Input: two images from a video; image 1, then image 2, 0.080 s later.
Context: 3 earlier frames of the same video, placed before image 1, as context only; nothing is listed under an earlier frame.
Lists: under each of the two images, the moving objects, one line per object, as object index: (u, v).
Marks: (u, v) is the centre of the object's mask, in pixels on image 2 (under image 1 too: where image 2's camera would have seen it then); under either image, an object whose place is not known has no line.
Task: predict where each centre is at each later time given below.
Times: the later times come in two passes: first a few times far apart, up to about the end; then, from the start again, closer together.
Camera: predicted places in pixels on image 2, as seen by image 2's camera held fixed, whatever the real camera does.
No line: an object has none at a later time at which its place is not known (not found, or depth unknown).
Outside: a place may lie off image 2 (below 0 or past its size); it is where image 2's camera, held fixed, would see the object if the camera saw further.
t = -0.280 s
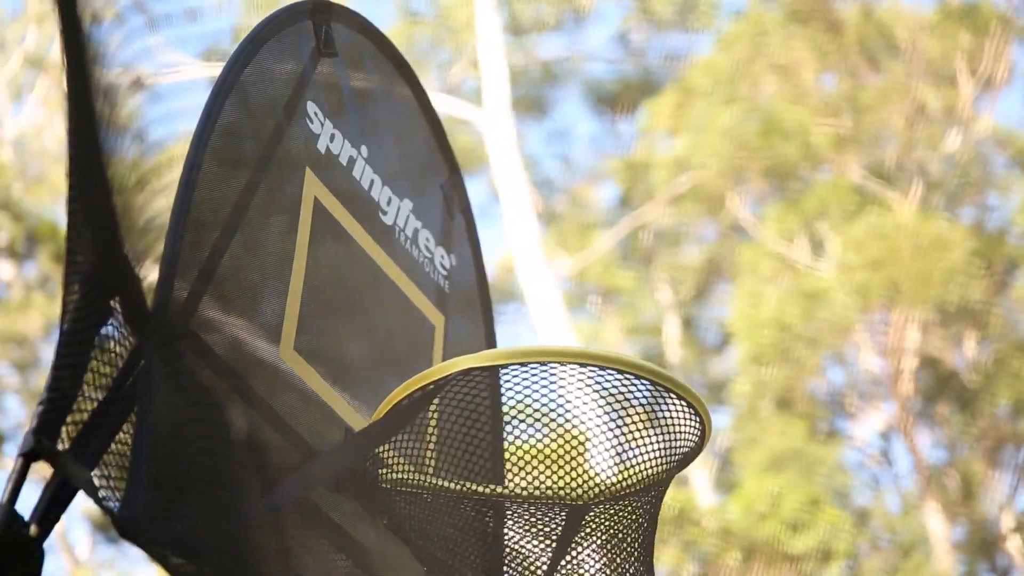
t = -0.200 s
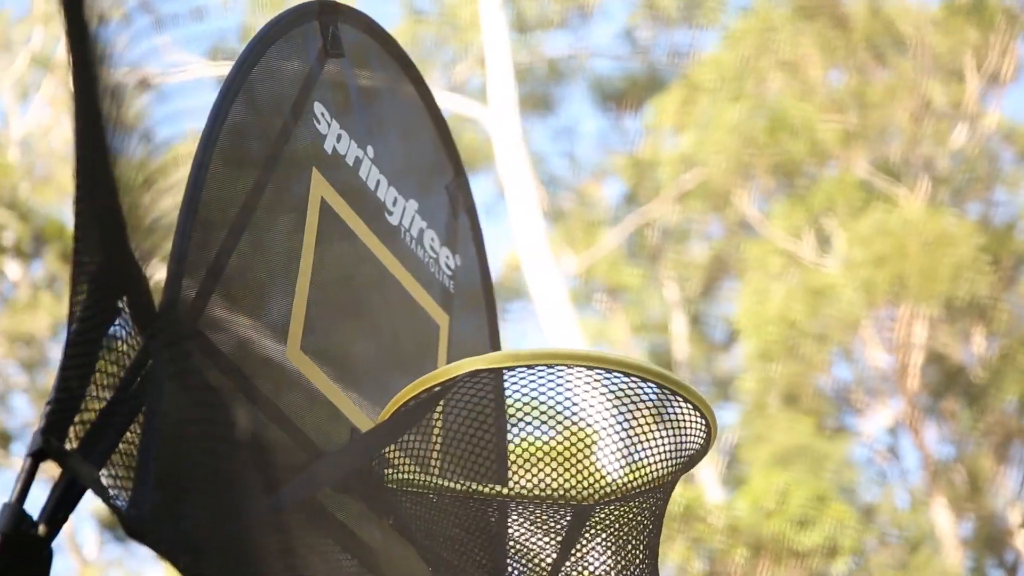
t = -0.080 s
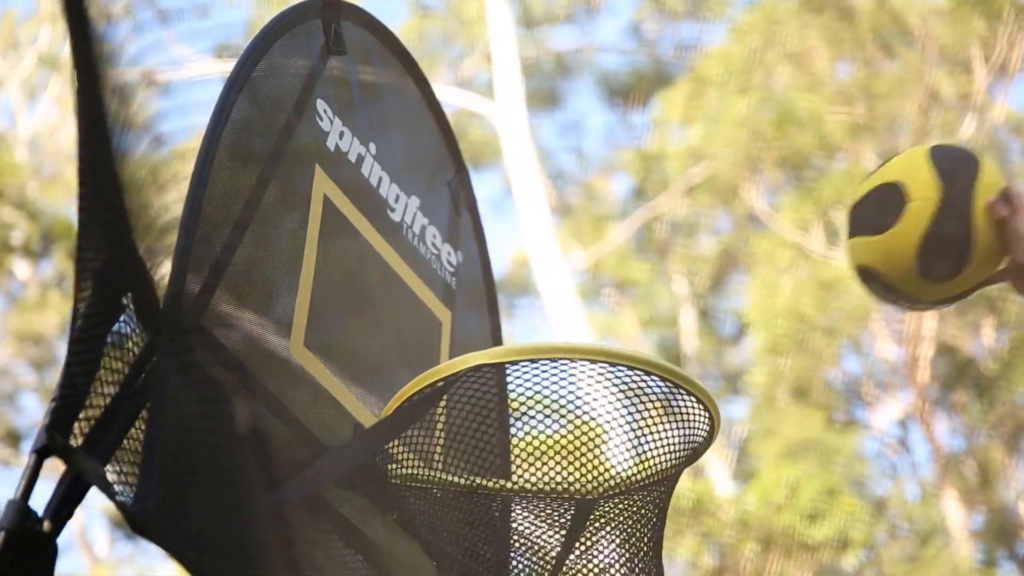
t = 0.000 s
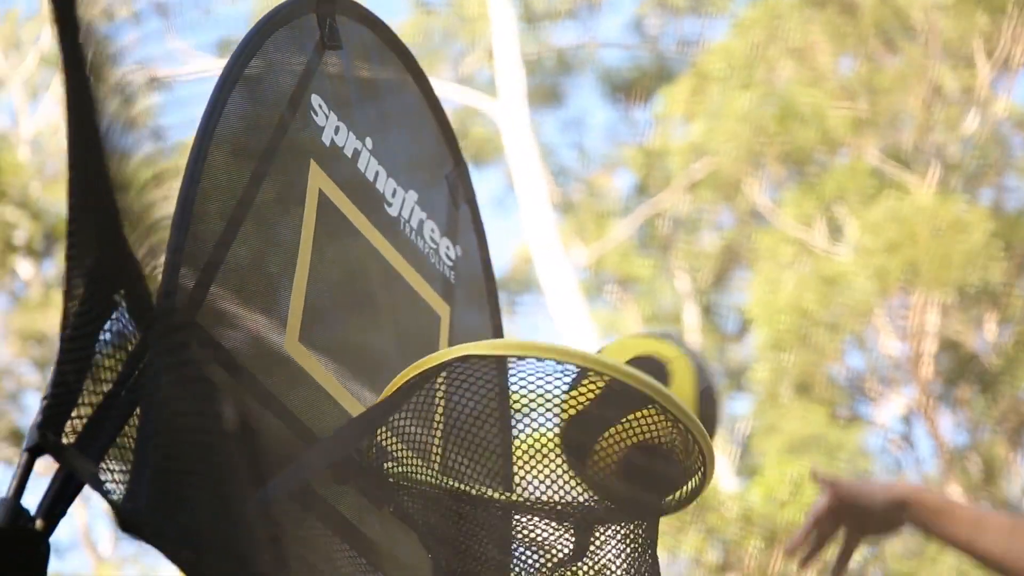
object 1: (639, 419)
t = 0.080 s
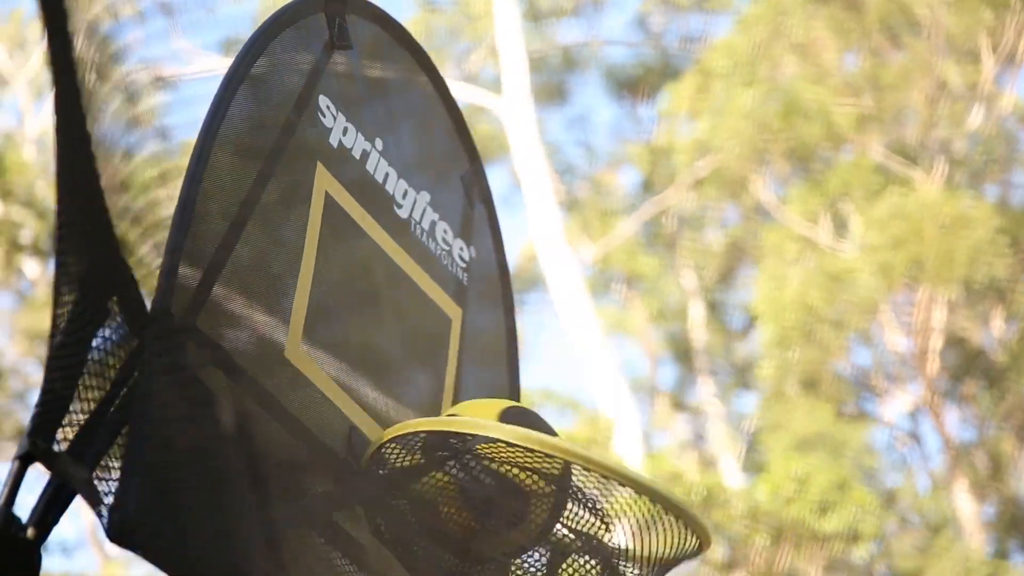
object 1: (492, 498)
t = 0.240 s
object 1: (504, 467)
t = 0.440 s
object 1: (640, 571)
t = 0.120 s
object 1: (459, 473)
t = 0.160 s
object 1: (440, 480)
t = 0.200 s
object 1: (465, 474)
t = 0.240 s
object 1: (504, 467)
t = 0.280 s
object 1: (548, 473)
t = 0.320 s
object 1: (592, 502)
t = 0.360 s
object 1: (622, 528)
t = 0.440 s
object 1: (640, 571)
